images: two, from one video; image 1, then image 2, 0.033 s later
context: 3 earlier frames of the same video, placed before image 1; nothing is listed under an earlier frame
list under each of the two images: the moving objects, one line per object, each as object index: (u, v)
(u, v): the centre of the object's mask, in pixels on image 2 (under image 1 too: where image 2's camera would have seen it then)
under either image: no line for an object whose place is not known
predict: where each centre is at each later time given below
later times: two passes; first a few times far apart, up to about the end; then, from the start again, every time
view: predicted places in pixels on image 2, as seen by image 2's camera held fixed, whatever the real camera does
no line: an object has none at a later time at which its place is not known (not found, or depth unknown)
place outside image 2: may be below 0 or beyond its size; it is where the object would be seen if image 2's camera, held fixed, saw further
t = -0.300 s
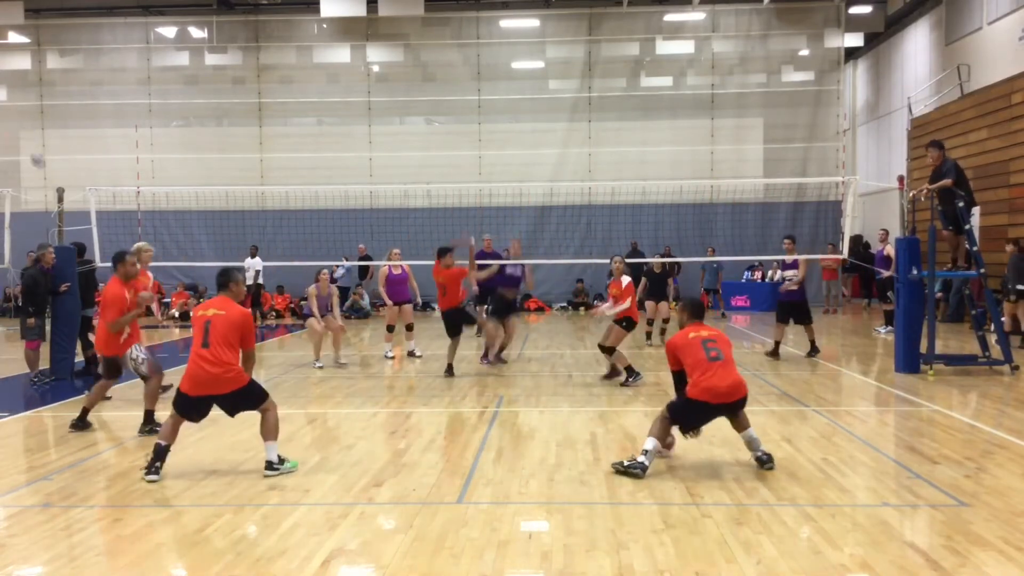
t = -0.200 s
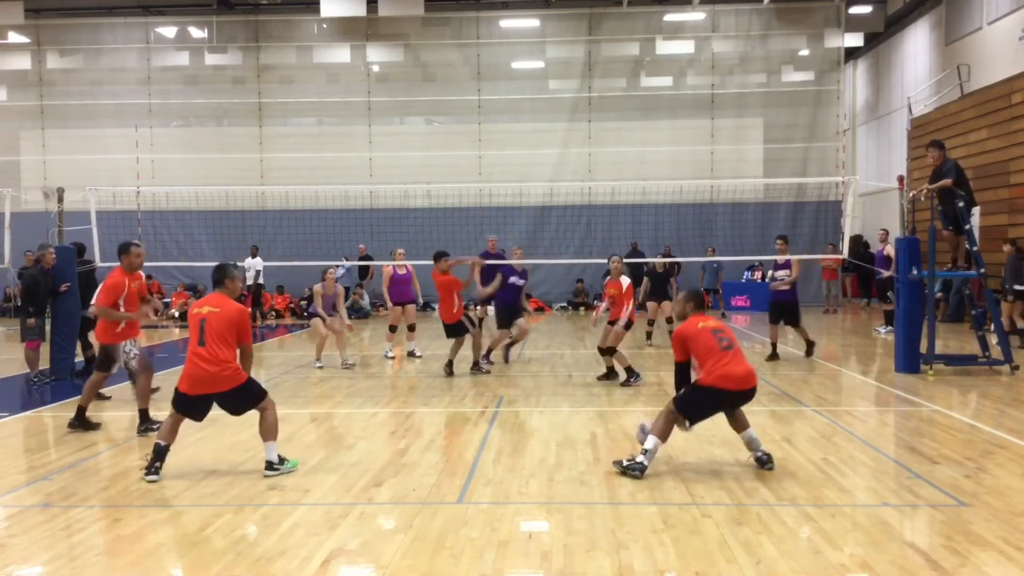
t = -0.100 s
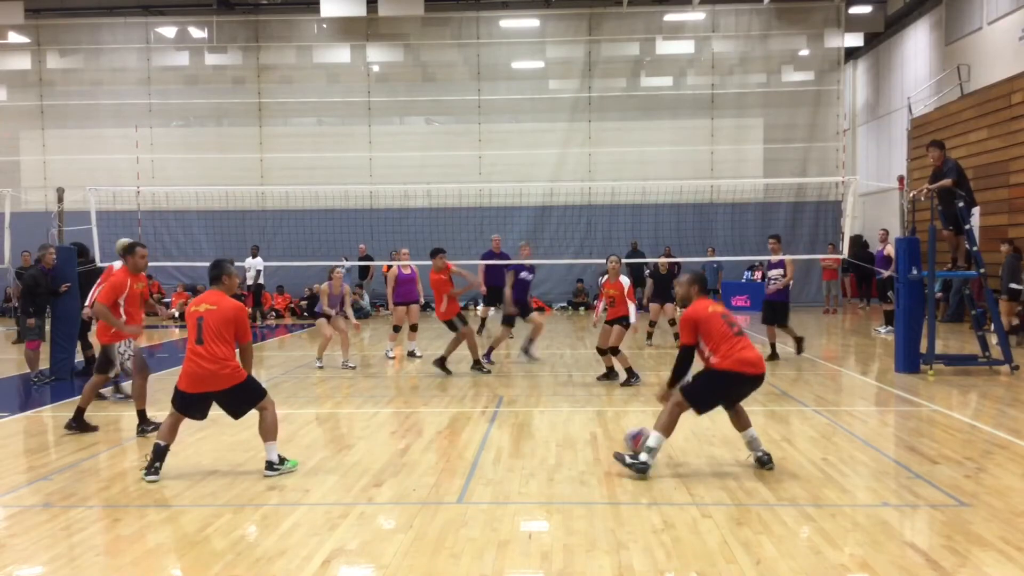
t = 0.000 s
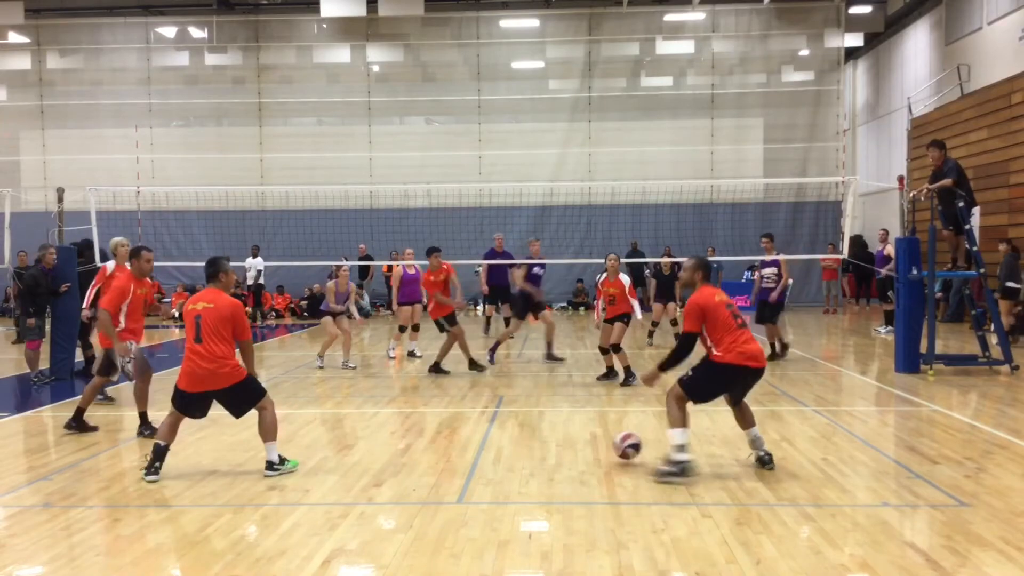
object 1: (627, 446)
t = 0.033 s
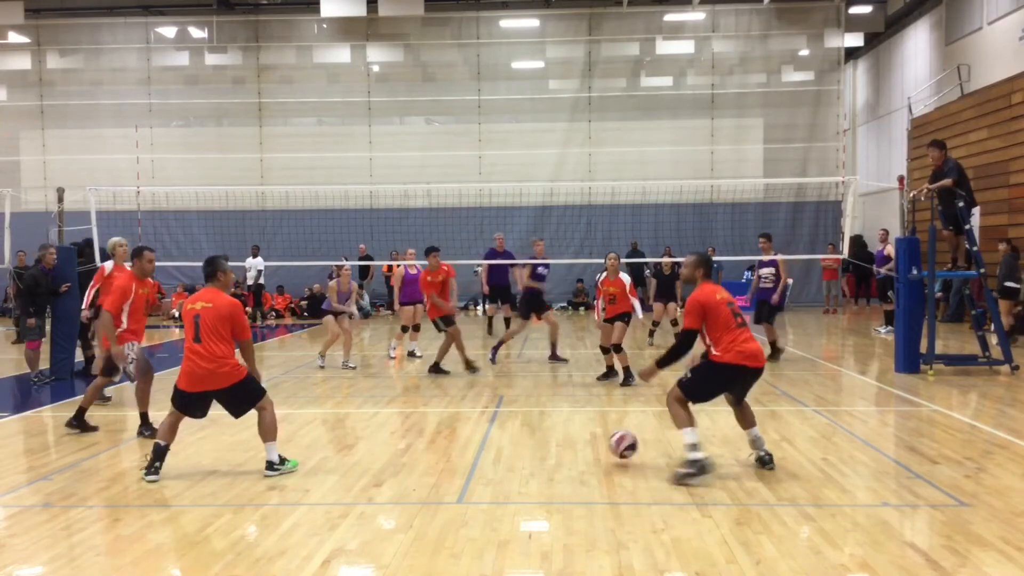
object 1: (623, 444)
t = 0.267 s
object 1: (595, 452)
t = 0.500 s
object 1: (566, 462)
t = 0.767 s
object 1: (532, 471)
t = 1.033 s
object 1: (495, 483)
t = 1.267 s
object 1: (461, 491)
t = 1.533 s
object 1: (419, 501)
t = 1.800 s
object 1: (374, 512)
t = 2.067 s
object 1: (326, 523)
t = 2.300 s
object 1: (281, 534)
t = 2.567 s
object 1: (229, 547)
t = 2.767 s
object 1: (185, 555)
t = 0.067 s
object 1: (619, 445)
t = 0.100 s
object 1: (616, 446)
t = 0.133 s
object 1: (611, 450)
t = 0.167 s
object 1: (607, 455)
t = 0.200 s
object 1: (603, 454)
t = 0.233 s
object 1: (599, 452)
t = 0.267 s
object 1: (595, 452)
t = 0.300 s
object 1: (592, 454)
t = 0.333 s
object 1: (588, 457)
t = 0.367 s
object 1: (584, 462)
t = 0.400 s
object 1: (579, 461)
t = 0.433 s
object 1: (575, 459)
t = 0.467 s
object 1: (571, 460)
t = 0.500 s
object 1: (566, 462)
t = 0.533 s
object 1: (562, 467)
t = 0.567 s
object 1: (558, 466)
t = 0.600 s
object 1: (554, 465)
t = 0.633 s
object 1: (550, 467)
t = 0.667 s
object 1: (545, 471)
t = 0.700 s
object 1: (541, 471)
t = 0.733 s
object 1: (536, 471)
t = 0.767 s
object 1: (532, 471)
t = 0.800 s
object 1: (528, 474)
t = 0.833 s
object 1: (523, 475)
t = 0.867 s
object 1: (519, 476)
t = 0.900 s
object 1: (515, 478)
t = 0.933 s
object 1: (510, 479)
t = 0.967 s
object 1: (505, 480)
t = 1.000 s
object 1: (500, 482)
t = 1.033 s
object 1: (495, 483)
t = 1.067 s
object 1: (490, 483)
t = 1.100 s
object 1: (486, 485)
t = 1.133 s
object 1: (480, 486)
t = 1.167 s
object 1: (475, 488)
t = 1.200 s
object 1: (471, 489)
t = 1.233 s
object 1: (465, 490)
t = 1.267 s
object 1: (461, 491)
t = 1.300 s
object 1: (456, 492)
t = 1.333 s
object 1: (450, 494)
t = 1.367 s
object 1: (445, 495)
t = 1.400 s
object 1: (440, 497)
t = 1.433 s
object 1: (435, 497)
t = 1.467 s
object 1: (429, 498)
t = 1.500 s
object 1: (424, 500)
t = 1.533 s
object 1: (419, 501)
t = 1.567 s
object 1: (413, 503)
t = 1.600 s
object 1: (407, 504)
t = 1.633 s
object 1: (402, 505)
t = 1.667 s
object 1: (396, 507)
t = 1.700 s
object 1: (391, 509)
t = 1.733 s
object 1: (385, 509)
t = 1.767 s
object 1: (380, 511)
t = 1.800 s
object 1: (374, 512)
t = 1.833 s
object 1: (368, 513)
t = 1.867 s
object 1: (362, 515)
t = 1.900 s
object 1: (356, 517)
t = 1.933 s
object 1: (350, 518)
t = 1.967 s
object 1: (344, 519)
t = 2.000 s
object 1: (339, 520)
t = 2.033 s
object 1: (333, 523)
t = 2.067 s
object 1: (326, 523)
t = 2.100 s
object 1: (320, 524)
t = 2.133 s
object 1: (313, 526)
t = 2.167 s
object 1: (307, 527)
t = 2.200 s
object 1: (301, 529)
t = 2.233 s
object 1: (294, 532)
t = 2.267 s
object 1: (288, 533)
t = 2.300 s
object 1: (281, 534)
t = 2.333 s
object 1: (275, 536)
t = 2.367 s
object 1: (269, 537)
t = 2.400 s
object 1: (262, 538)
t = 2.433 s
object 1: (256, 540)
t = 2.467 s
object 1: (249, 542)
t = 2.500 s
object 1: (242, 543)
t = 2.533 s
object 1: (235, 546)
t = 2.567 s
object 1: (229, 547)
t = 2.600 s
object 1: (222, 549)
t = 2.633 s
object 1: (214, 550)
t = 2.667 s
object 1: (207, 551)
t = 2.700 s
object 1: (200, 552)
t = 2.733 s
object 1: (193, 554)
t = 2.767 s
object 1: (185, 555)
